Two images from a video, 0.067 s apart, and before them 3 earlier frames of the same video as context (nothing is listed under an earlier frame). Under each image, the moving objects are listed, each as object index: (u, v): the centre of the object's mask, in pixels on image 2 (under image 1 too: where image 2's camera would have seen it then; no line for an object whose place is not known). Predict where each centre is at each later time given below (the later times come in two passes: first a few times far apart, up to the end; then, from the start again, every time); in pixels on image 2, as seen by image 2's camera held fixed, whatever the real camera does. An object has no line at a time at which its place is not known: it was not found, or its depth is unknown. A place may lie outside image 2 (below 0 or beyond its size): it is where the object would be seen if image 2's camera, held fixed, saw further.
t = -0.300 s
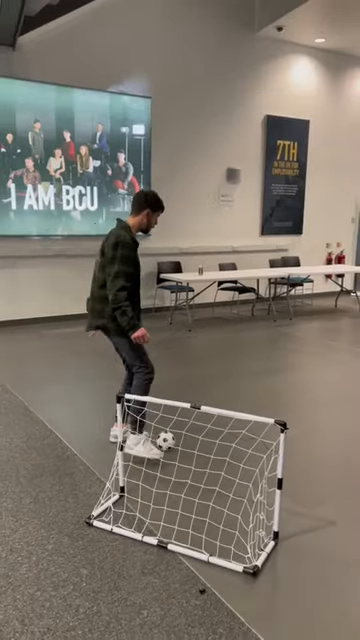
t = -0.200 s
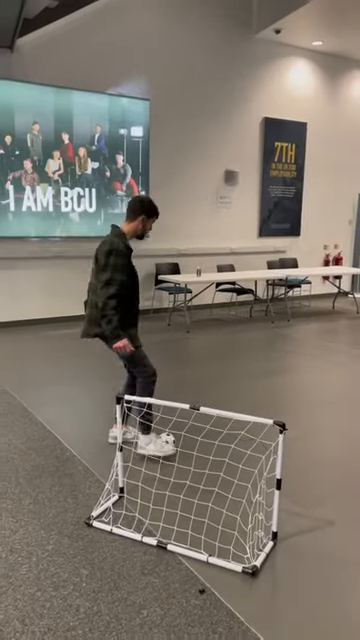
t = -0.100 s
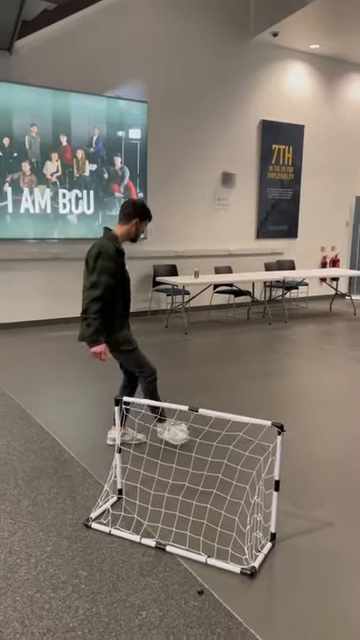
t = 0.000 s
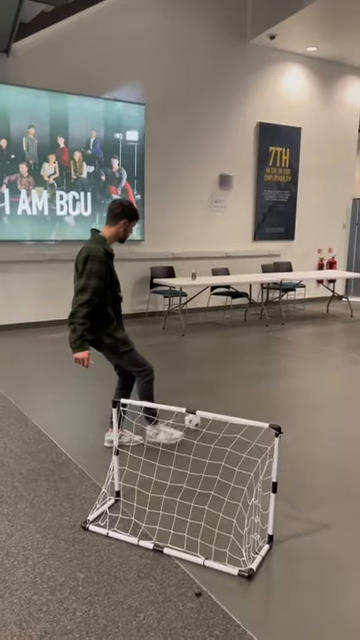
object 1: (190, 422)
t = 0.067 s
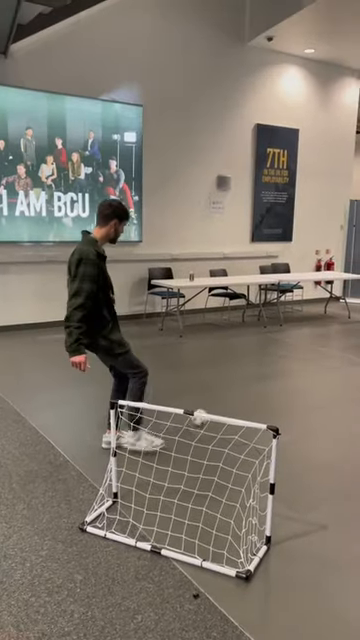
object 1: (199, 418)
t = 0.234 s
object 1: (219, 402)
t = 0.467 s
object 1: (240, 385)
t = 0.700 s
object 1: (256, 373)
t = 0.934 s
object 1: (267, 362)
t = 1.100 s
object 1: (273, 356)
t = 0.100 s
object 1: (204, 409)
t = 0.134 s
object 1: (208, 407)
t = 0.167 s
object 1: (211, 406)
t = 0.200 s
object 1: (215, 406)
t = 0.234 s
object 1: (219, 402)
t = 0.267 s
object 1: (222, 398)
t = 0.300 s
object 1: (226, 396)
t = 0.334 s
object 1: (229, 394)
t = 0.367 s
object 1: (232, 393)
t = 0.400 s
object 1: (235, 389)
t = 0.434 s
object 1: (237, 387)
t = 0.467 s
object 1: (240, 385)
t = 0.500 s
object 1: (243, 385)
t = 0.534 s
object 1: (245, 382)
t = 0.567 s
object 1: (247, 379)
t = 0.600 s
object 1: (250, 378)
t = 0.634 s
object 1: (252, 377)
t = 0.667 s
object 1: (254, 375)
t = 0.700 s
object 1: (256, 373)
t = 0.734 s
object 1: (257, 371)
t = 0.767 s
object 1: (260, 370)
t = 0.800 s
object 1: (261, 368)
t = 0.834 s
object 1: (263, 367)
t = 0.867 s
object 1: (264, 365)
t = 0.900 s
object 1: (266, 364)
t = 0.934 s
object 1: (267, 362)
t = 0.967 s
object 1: (269, 361)
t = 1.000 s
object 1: (270, 359)
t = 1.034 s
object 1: (271, 358)
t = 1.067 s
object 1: (272, 357)
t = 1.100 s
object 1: (273, 356)
